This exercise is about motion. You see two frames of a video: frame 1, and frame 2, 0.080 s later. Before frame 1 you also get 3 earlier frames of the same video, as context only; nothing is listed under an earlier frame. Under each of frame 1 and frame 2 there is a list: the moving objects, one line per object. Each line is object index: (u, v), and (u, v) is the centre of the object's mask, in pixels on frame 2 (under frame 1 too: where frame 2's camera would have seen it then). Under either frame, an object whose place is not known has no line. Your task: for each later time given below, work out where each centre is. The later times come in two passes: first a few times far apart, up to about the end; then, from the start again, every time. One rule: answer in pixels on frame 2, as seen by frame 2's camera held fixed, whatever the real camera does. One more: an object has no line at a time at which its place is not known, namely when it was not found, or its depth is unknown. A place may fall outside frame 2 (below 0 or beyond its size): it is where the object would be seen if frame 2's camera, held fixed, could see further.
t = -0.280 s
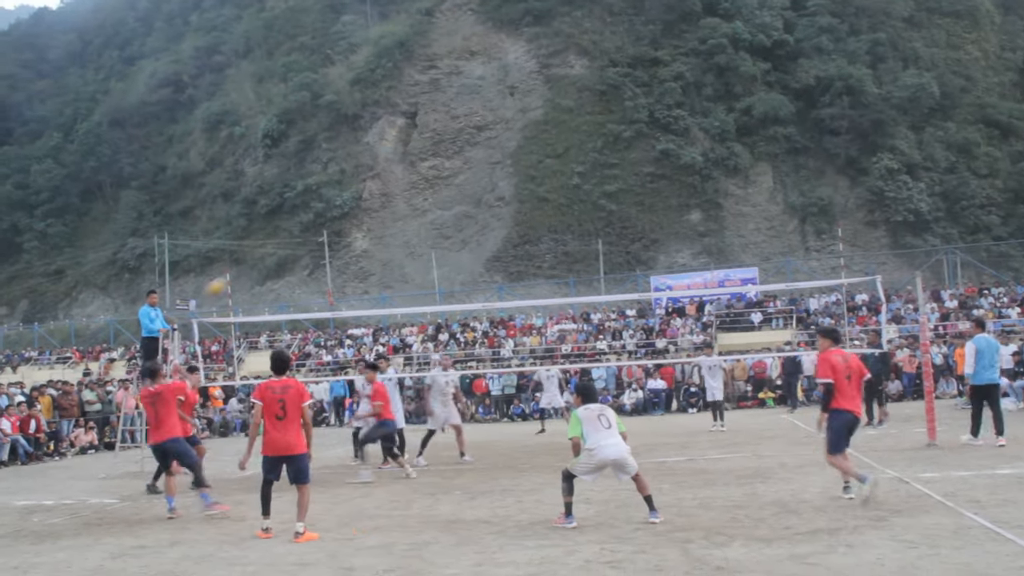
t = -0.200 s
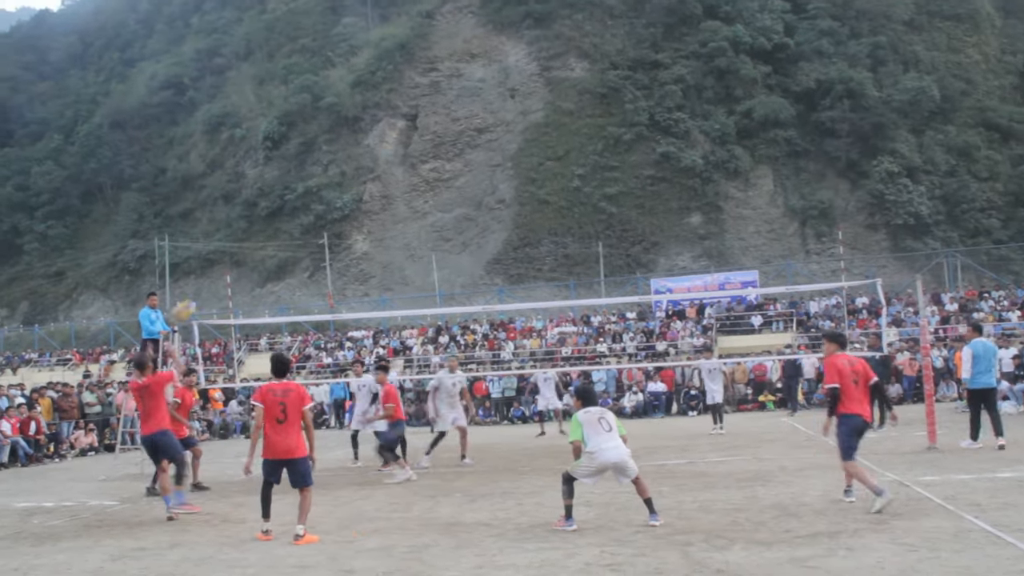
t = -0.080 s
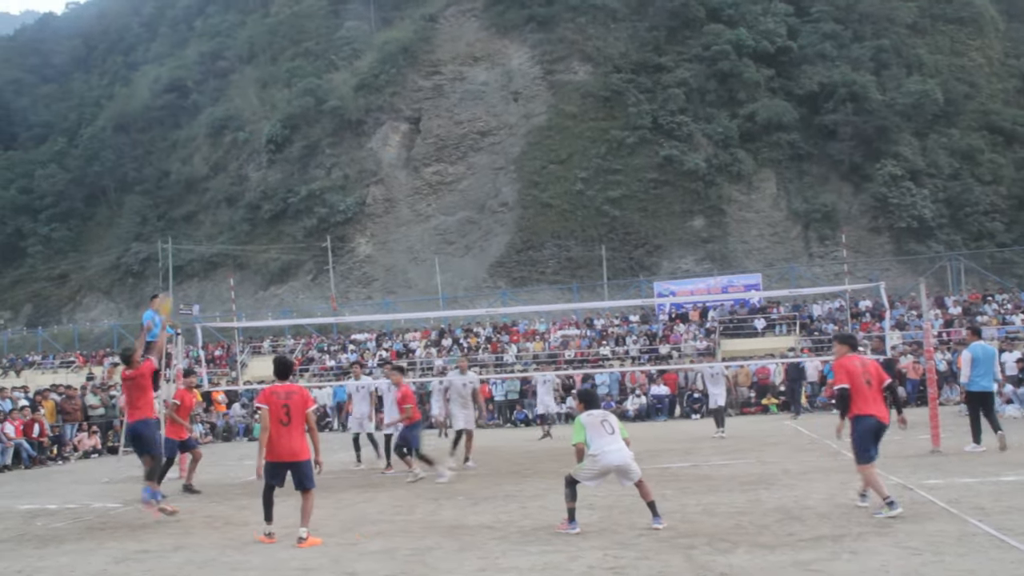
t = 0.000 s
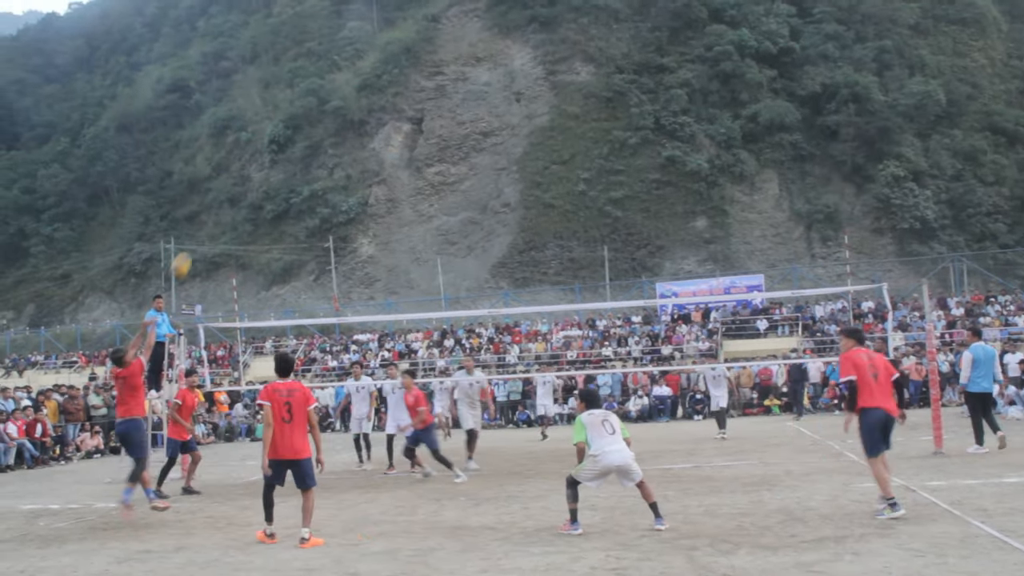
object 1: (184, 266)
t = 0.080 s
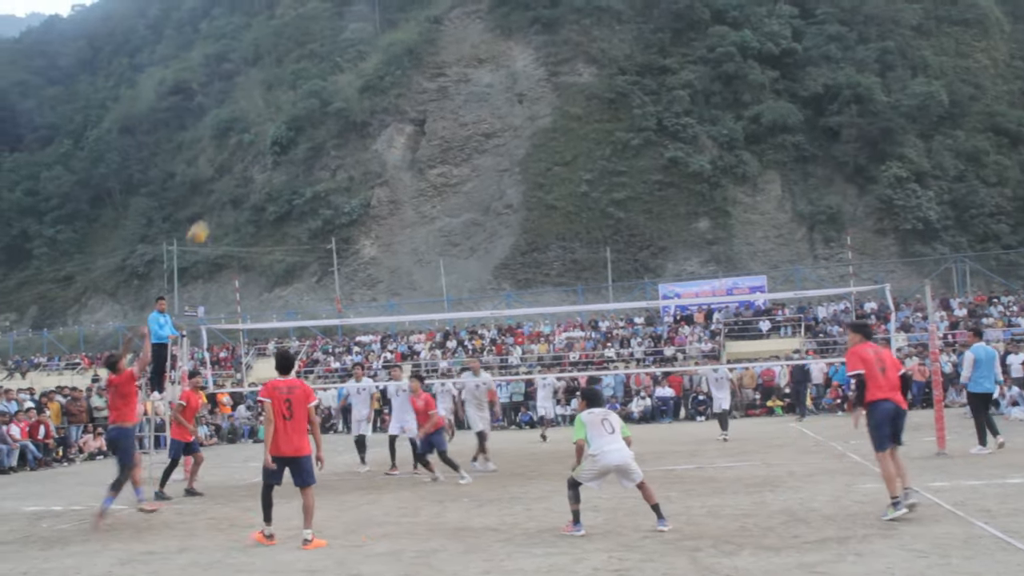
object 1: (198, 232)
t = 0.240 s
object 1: (225, 182)
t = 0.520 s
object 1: (273, 153)
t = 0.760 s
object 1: (309, 175)
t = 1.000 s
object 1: (342, 234)
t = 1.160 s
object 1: (362, 292)
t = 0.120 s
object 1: (206, 217)
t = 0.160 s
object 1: (213, 204)
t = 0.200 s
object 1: (220, 194)
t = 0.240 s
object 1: (225, 182)
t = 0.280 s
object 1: (233, 174)
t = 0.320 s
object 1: (240, 167)
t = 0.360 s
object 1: (248, 161)
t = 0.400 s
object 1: (254, 157)
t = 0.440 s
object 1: (261, 154)
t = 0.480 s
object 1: (267, 153)
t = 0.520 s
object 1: (273, 153)
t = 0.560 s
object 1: (279, 155)
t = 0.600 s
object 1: (285, 156)
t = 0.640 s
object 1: (291, 160)
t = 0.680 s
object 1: (297, 164)
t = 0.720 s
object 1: (303, 169)
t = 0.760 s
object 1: (309, 175)
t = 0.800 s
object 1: (315, 183)
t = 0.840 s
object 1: (320, 191)
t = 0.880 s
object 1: (326, 200)
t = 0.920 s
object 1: (331, 211)
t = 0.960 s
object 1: (337, 222)
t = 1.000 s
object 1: (342, 234)
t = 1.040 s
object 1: (347, 247)
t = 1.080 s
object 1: (351, 260)
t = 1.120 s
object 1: (357, 276)
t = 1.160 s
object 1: (362, 292)
